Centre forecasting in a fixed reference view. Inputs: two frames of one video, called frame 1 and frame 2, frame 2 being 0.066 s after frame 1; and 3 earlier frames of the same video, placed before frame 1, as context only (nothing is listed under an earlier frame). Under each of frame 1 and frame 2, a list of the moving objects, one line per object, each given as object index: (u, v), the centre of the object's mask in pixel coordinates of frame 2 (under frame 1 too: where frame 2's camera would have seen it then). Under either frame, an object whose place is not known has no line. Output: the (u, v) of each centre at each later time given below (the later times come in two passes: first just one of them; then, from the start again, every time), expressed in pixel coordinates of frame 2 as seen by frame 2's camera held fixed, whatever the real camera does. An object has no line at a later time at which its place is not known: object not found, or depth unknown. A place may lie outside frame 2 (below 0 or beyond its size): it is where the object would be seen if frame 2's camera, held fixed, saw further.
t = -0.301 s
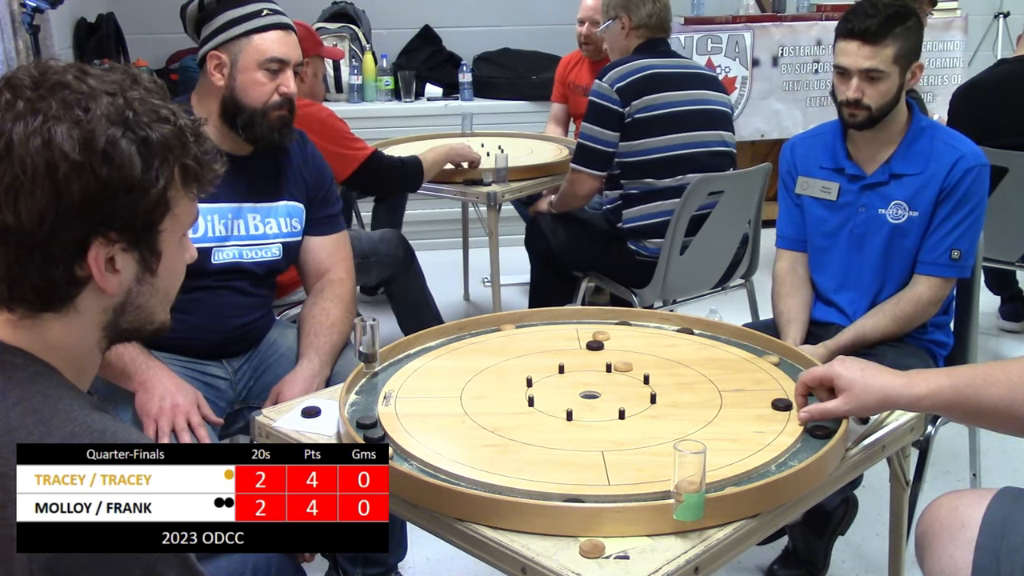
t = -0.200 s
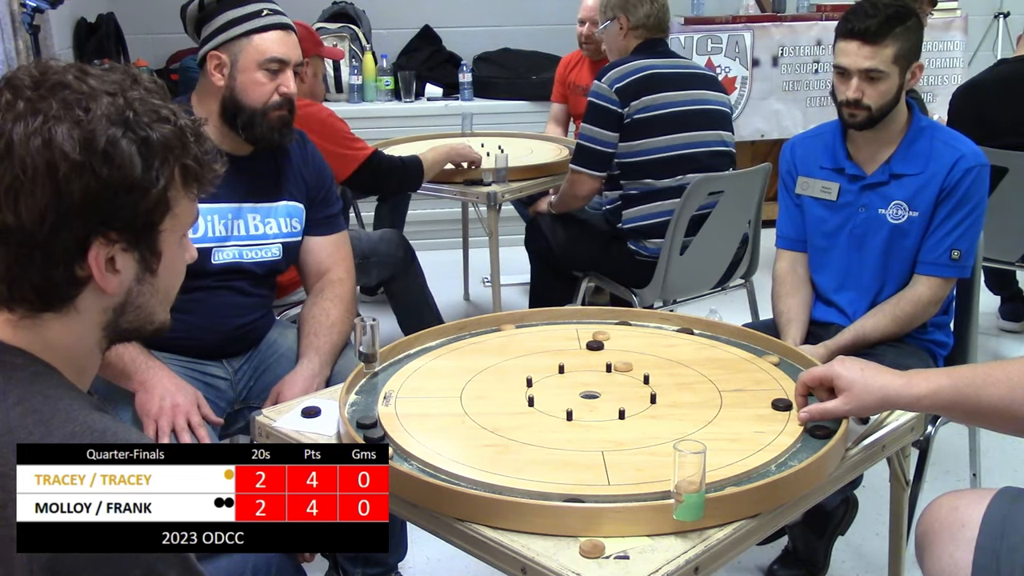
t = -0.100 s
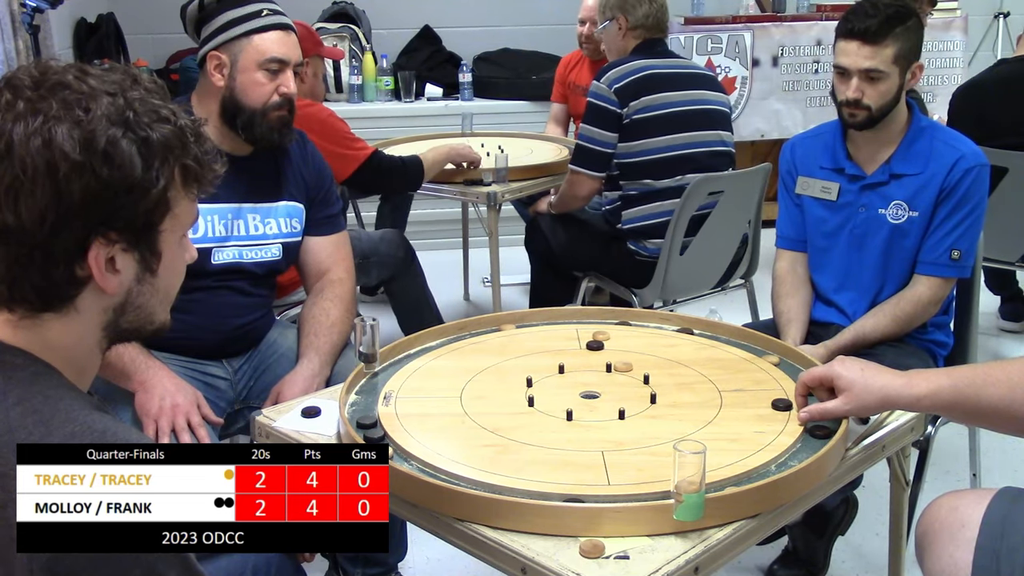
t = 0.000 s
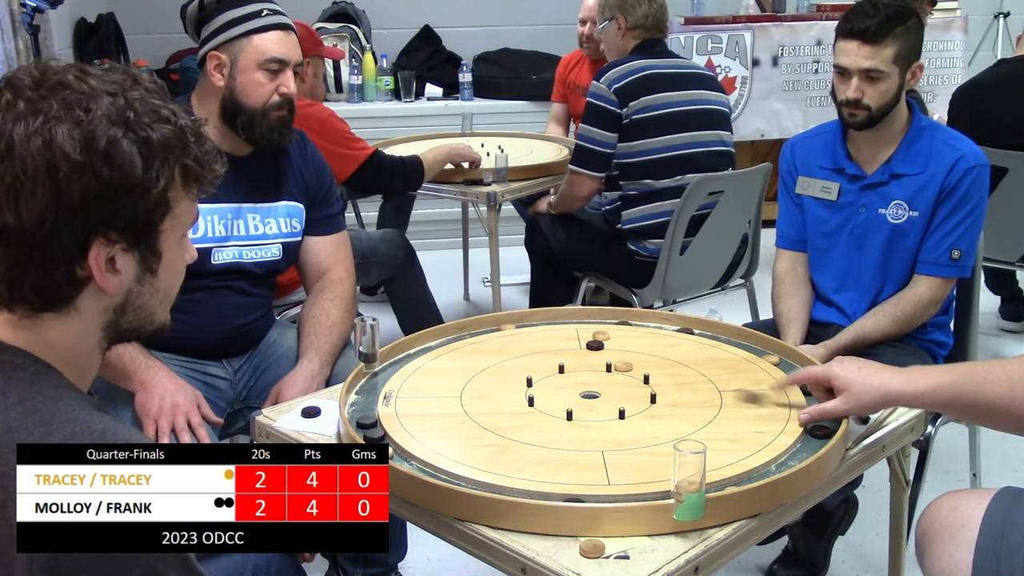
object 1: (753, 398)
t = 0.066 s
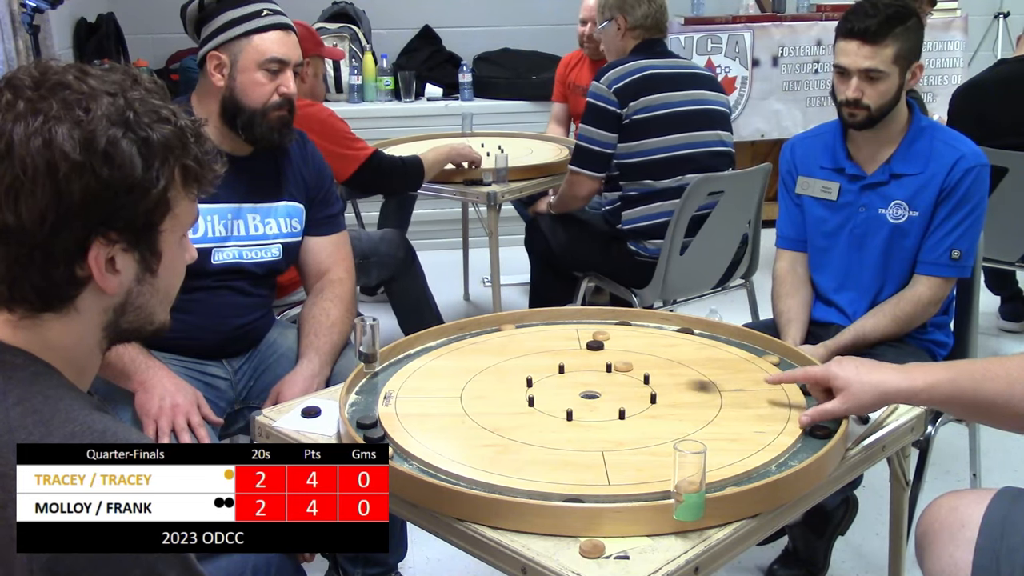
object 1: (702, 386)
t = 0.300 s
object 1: (626, 369)
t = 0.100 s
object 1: (680, 380)
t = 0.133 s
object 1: (659, 375)
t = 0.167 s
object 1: (637, 370)
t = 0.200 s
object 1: (634, 370)
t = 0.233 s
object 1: (631, 369)
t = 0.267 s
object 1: (628, 369)
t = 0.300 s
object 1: (626, 369)
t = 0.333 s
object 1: (624, 369)
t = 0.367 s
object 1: (622, 369)
